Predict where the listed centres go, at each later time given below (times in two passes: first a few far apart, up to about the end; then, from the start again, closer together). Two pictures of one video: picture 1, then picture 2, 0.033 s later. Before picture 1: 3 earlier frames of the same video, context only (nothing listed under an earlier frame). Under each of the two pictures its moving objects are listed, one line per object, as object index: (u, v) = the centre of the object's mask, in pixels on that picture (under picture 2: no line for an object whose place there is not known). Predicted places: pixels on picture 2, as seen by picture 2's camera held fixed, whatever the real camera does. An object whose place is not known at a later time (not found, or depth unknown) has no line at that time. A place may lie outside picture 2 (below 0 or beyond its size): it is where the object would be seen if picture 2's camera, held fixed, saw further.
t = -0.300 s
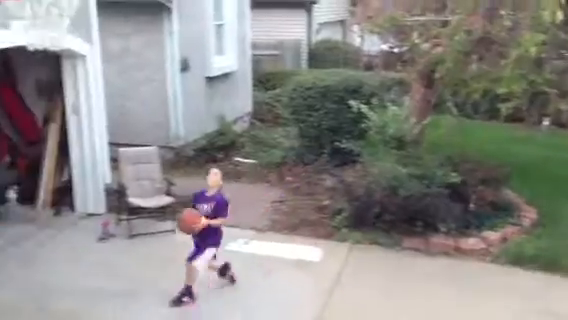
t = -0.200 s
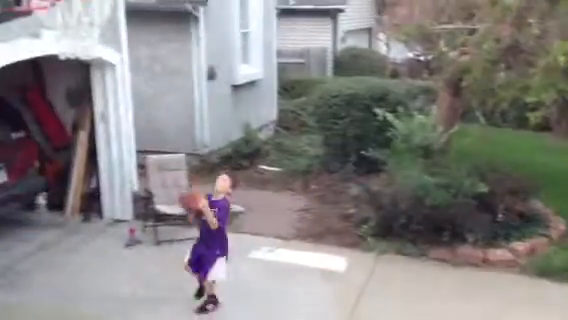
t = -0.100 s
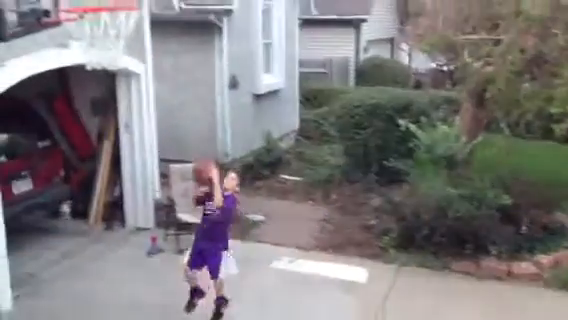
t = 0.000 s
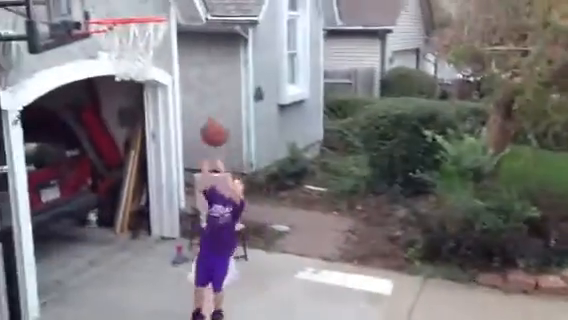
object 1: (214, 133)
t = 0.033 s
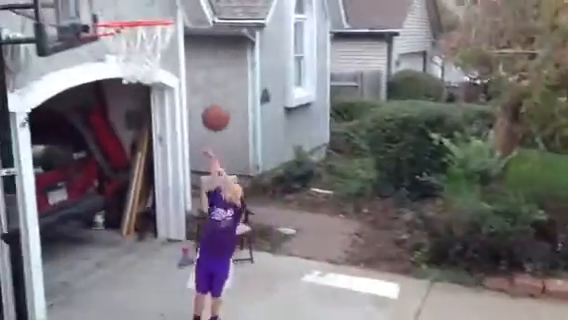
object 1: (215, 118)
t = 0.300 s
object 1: (158, 4)
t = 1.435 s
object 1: (131, 84)
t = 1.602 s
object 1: (124, 105)
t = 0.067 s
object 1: (209, 101)
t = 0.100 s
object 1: (203, 85)
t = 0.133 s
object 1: (196, 69)
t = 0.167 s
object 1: (188, 52)
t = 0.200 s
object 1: (182, 40)
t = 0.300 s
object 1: (158, 4)
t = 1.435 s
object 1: (131, 84)
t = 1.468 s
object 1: (124, 86)
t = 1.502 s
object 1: (123, 87)
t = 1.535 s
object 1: (125, 89)
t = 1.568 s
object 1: (125, 95)
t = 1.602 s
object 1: (124, 105)
